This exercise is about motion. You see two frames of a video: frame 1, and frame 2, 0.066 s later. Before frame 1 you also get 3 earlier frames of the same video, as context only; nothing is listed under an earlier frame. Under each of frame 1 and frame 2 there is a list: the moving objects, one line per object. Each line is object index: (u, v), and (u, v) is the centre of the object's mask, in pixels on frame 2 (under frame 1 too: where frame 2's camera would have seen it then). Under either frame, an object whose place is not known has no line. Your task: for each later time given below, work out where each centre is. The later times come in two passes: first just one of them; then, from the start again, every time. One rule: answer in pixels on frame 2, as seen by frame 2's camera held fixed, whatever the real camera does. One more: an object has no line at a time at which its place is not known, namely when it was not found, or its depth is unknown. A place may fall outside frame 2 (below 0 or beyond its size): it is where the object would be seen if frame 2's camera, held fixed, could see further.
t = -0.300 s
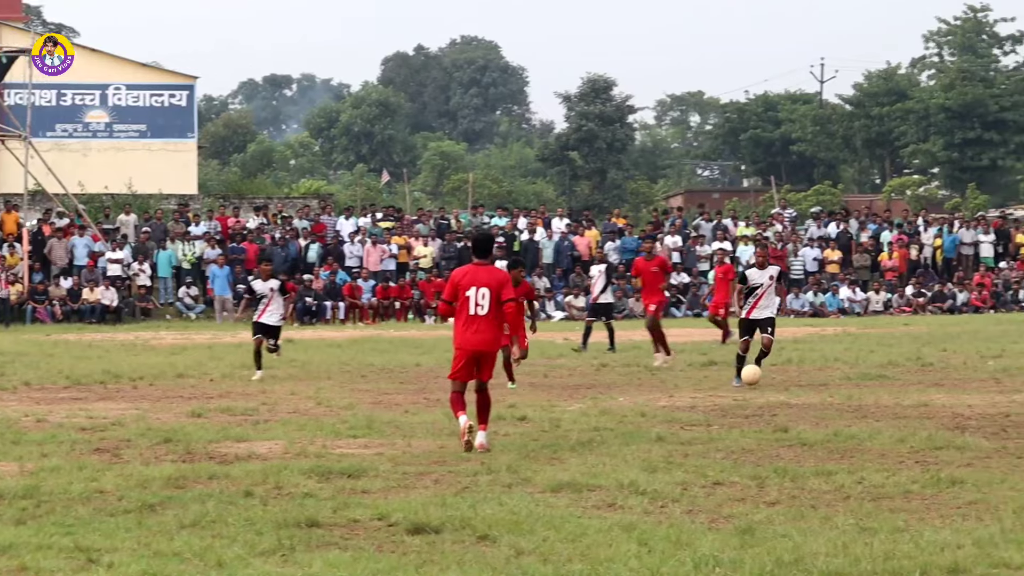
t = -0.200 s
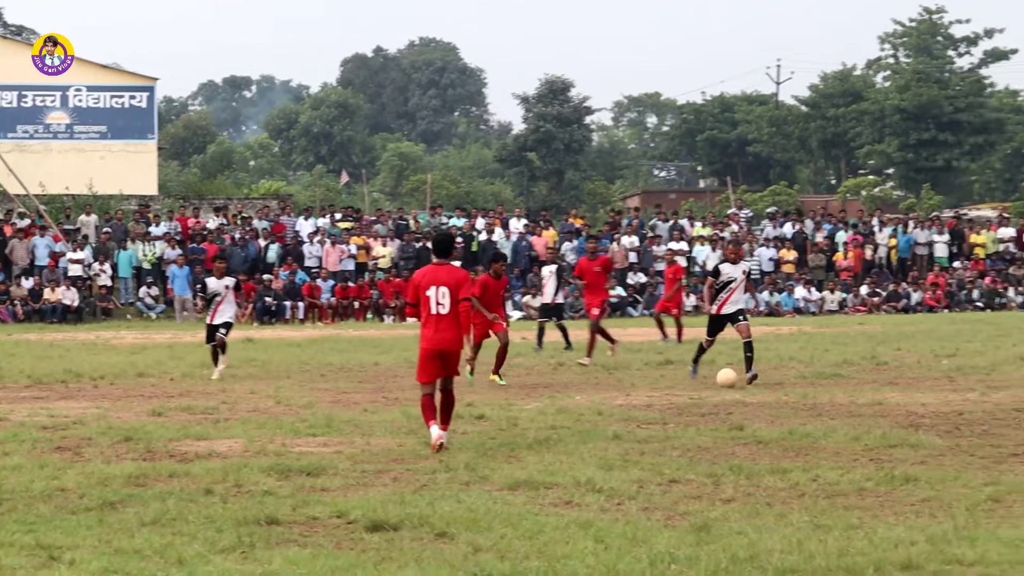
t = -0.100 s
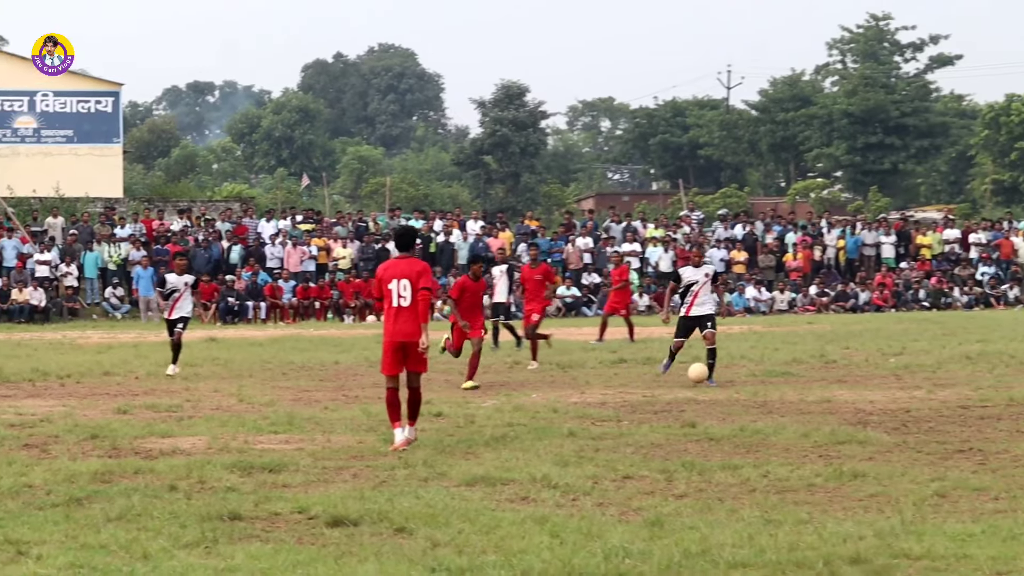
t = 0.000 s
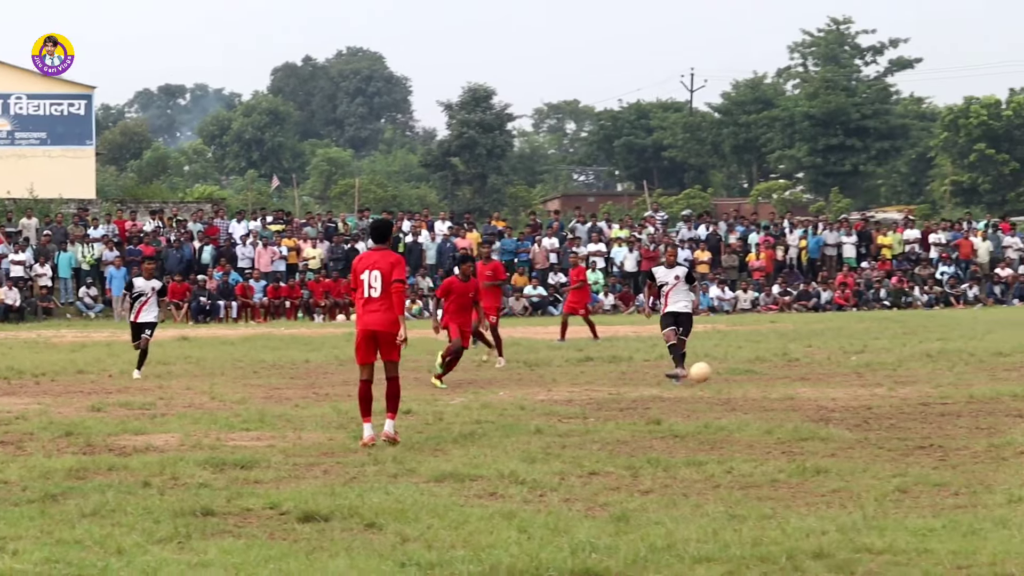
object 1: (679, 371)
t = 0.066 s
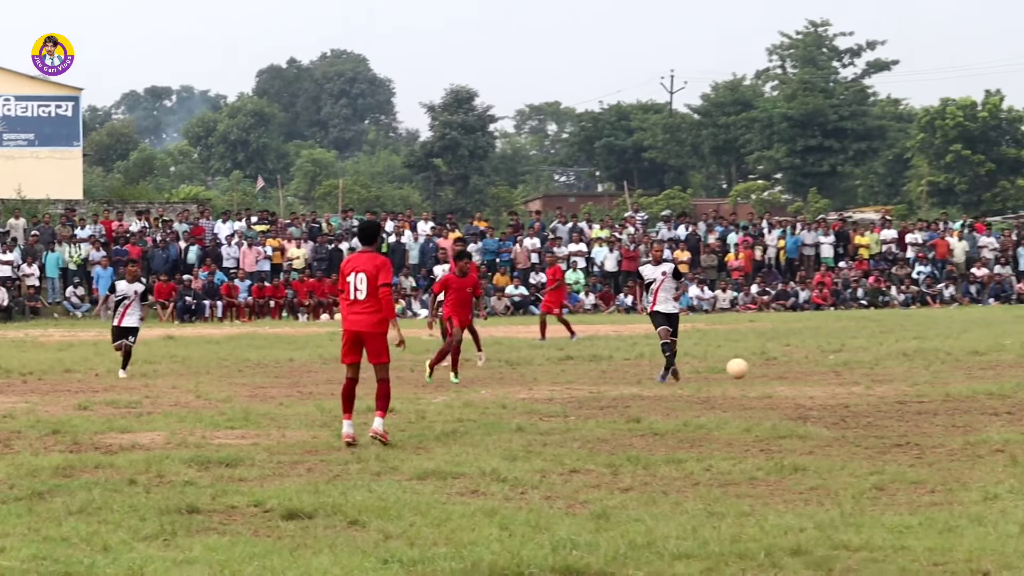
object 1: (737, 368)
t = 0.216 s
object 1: (876, 380)
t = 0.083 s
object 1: (751, 368)
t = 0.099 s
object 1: (766, 369)
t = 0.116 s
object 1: (781, 369)
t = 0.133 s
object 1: (796, 370)
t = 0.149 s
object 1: (811, 371)
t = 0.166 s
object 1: (827, 373)
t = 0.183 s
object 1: (843, 374)
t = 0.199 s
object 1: (860, 377)
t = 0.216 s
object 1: (876, 380)
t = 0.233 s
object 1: (893, 383)
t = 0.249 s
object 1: (910, 384)
